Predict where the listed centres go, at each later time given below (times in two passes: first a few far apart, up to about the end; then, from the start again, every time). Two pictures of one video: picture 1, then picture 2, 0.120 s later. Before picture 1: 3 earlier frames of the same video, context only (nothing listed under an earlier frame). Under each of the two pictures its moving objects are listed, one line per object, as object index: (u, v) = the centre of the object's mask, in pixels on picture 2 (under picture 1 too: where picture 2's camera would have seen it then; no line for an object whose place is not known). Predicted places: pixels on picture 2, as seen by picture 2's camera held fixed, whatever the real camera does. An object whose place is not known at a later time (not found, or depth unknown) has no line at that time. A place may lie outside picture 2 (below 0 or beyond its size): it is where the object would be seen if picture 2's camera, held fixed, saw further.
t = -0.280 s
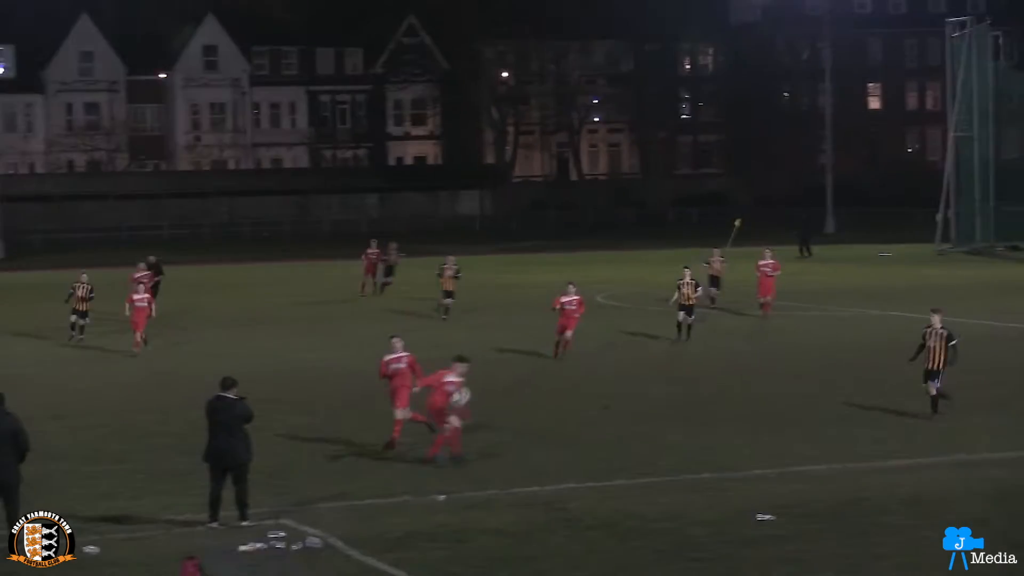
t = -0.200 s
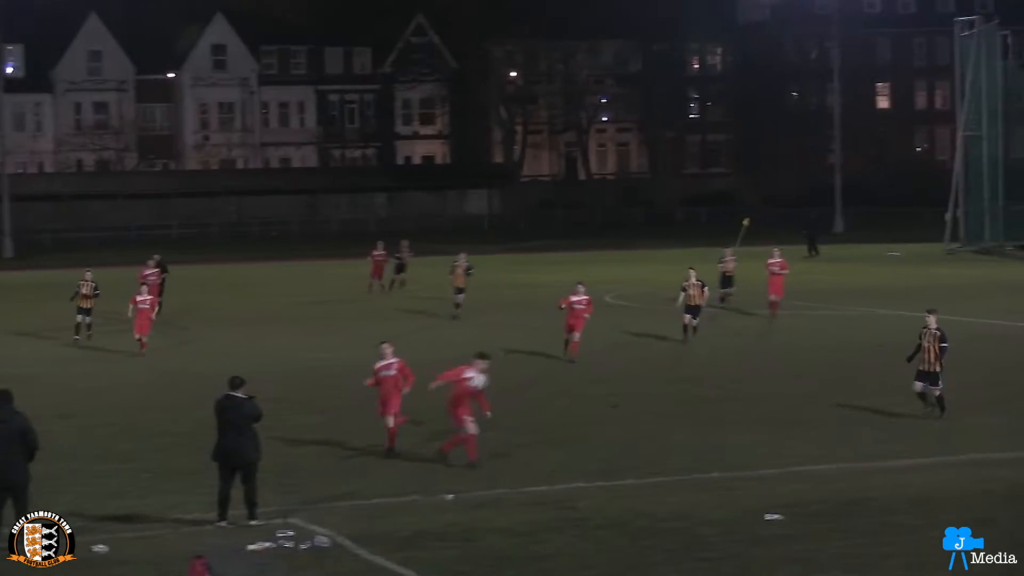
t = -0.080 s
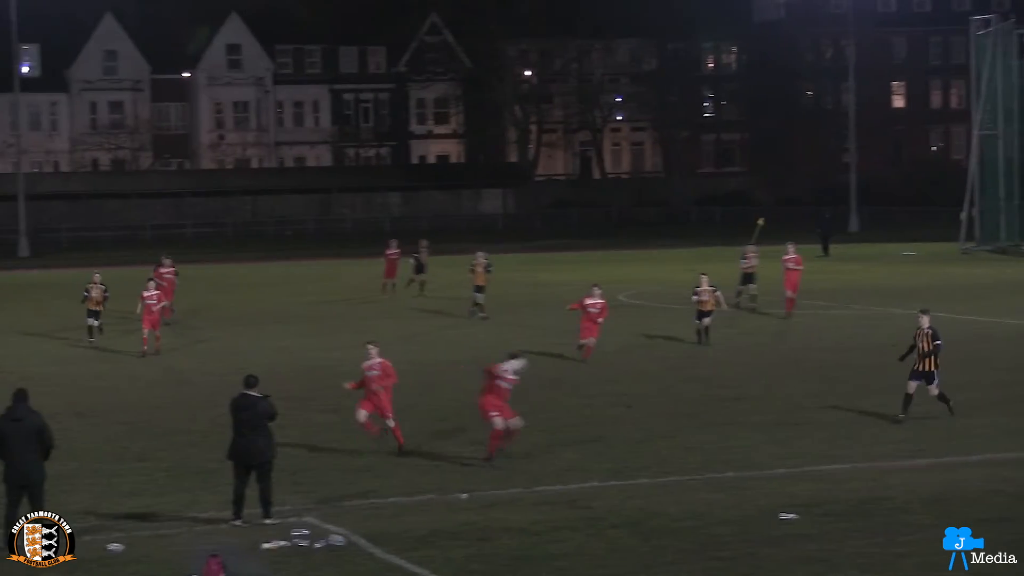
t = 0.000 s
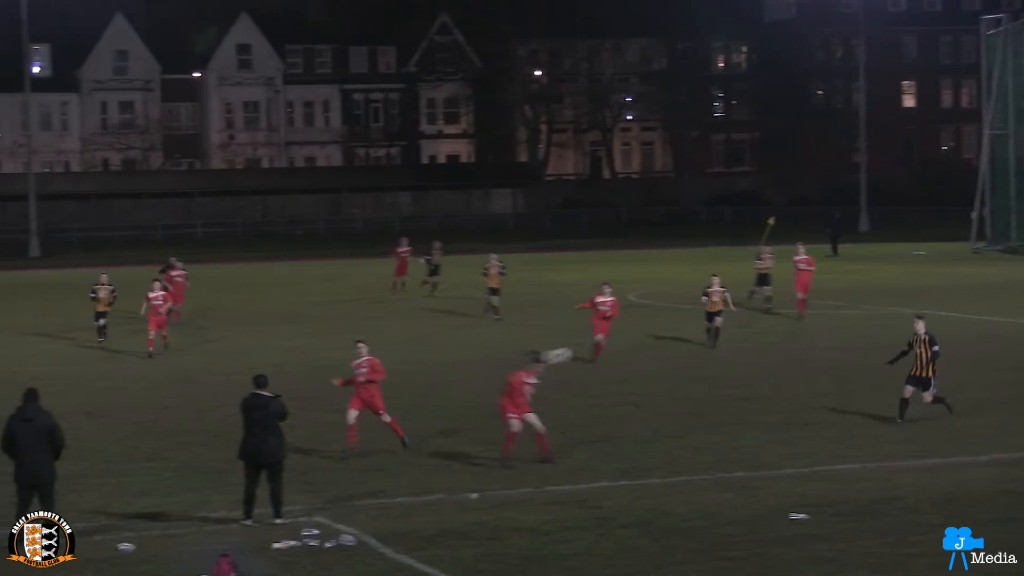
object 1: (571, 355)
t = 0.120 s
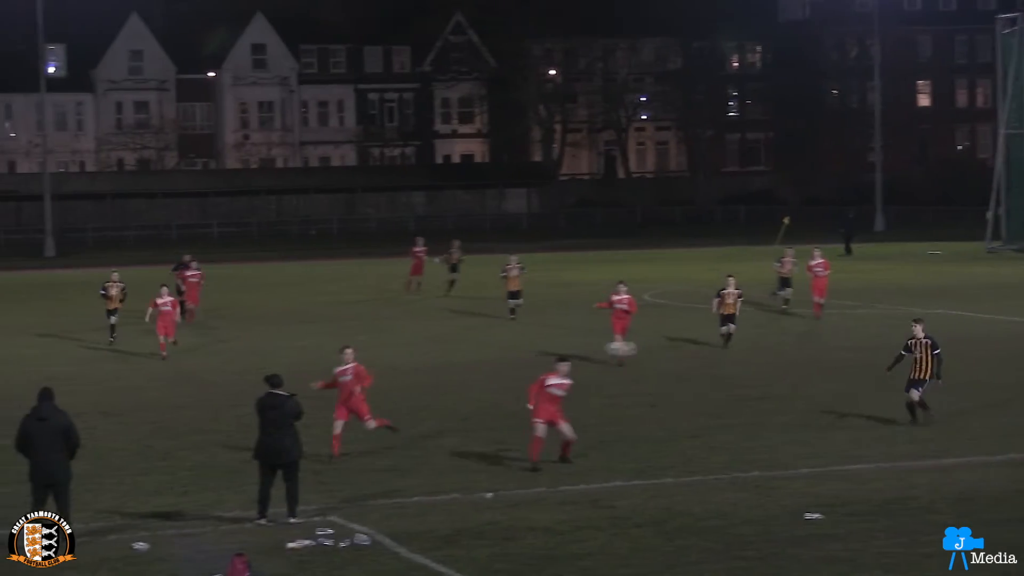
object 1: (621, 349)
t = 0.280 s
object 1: (686, 354)
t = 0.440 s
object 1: (752, 377)
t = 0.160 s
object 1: (639, 348)
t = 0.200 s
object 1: (654, 348)
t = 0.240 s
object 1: (670, 350)
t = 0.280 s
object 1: (686, 354)
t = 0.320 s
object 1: (703, 358)
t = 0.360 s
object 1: (719, 362)
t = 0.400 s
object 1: (734, 369)
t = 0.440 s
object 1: (752, 377)
